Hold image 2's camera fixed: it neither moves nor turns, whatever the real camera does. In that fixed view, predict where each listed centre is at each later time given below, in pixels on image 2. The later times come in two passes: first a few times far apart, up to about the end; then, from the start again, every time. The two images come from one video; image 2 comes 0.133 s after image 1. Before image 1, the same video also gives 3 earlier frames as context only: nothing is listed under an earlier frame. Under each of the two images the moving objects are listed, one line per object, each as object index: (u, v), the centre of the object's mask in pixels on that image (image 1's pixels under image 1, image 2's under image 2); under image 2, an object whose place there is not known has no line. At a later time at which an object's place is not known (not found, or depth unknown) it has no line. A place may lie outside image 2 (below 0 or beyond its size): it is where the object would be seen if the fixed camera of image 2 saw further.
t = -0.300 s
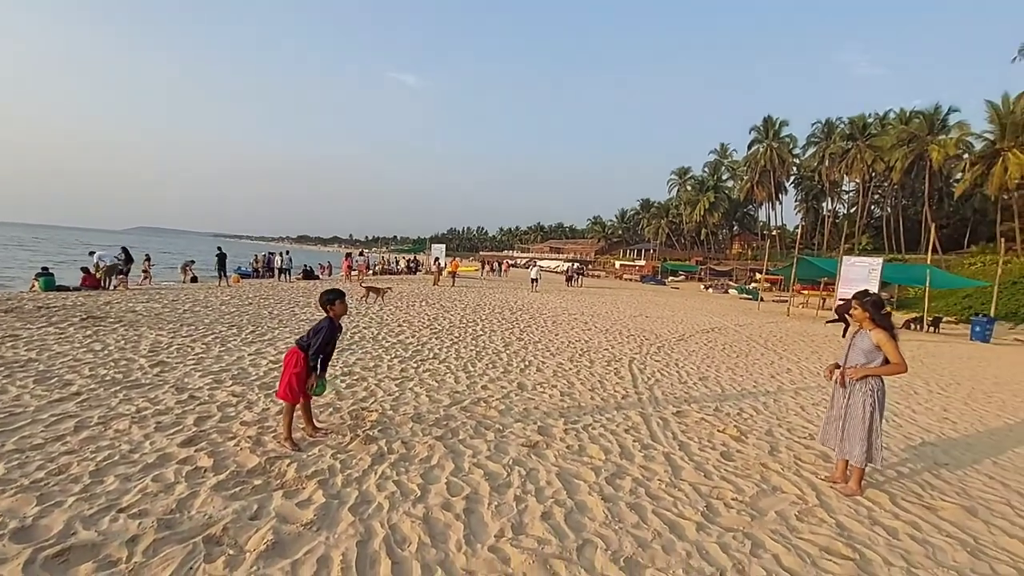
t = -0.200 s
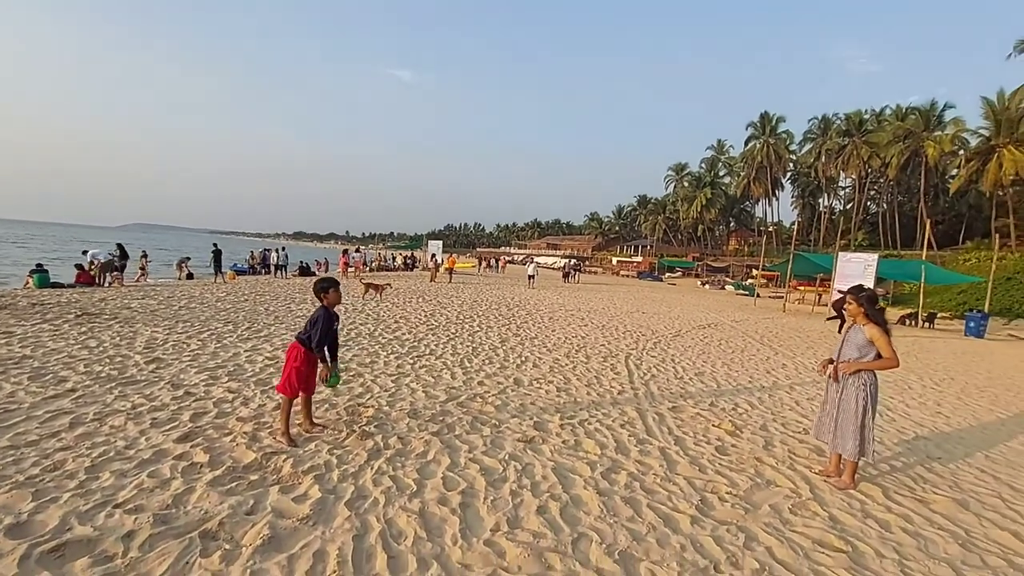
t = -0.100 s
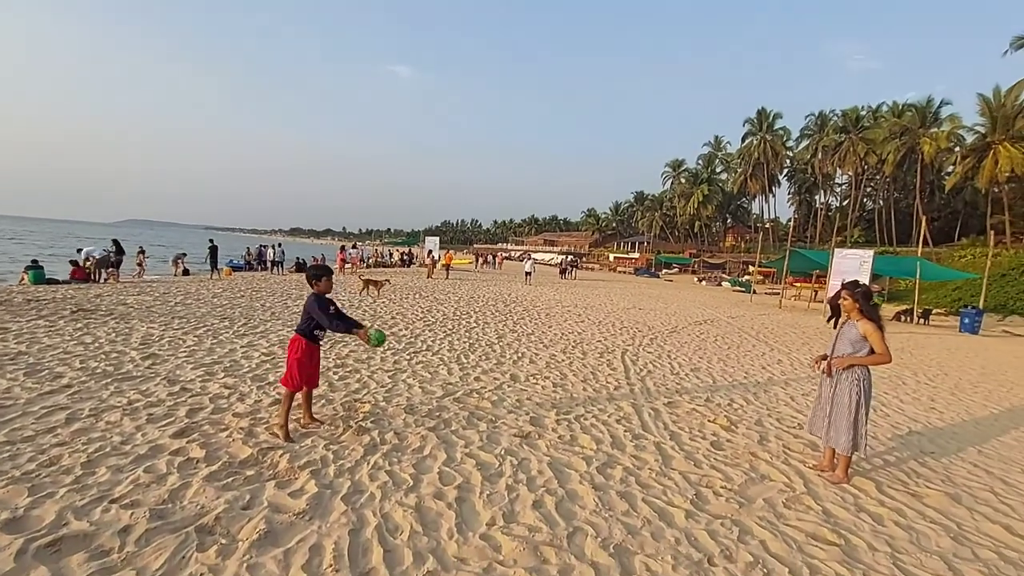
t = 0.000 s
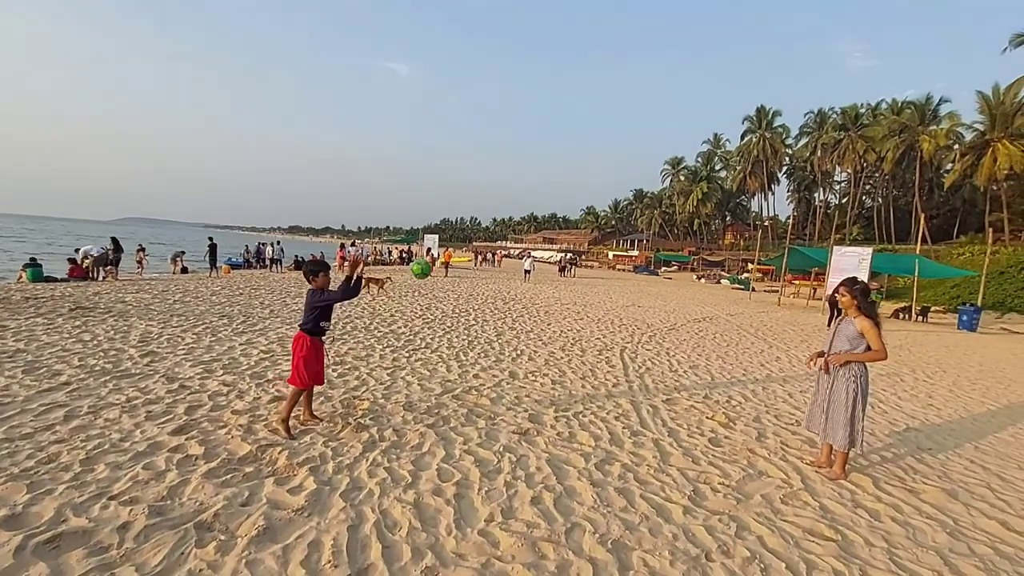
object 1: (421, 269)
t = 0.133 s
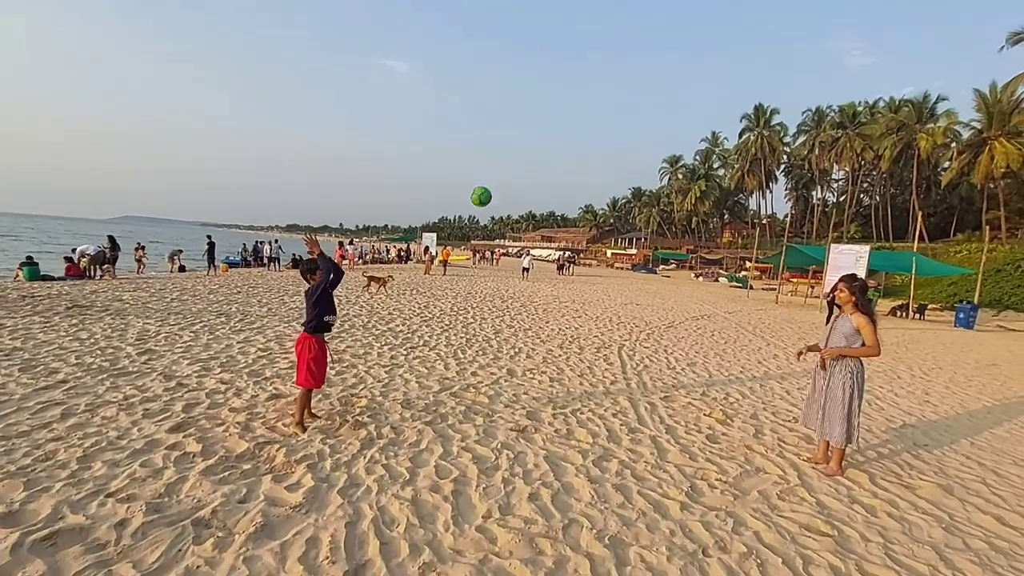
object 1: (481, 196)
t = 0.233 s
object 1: (527, 160)
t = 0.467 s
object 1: (633, 131)
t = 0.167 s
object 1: (496, 183)
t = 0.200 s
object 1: (512, 171)
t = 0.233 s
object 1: (527, 160)
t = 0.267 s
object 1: (543, 151)
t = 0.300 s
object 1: (558, 144)
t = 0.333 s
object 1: (574, 138)
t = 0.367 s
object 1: (589, 134)
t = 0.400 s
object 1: (604, 132)
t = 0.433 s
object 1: (619, 131)
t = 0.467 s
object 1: (633, 131)
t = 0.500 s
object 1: (648, 133)
